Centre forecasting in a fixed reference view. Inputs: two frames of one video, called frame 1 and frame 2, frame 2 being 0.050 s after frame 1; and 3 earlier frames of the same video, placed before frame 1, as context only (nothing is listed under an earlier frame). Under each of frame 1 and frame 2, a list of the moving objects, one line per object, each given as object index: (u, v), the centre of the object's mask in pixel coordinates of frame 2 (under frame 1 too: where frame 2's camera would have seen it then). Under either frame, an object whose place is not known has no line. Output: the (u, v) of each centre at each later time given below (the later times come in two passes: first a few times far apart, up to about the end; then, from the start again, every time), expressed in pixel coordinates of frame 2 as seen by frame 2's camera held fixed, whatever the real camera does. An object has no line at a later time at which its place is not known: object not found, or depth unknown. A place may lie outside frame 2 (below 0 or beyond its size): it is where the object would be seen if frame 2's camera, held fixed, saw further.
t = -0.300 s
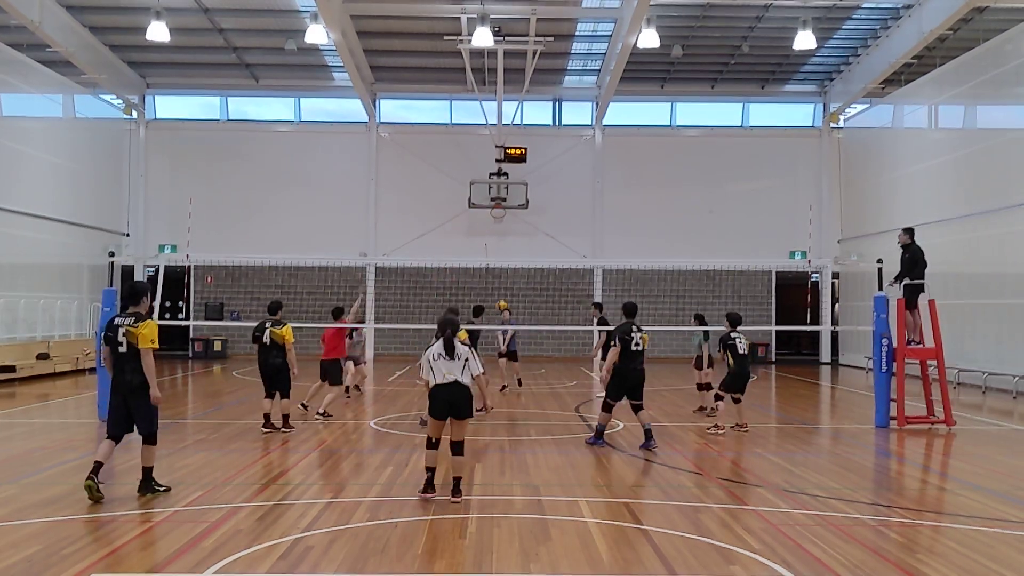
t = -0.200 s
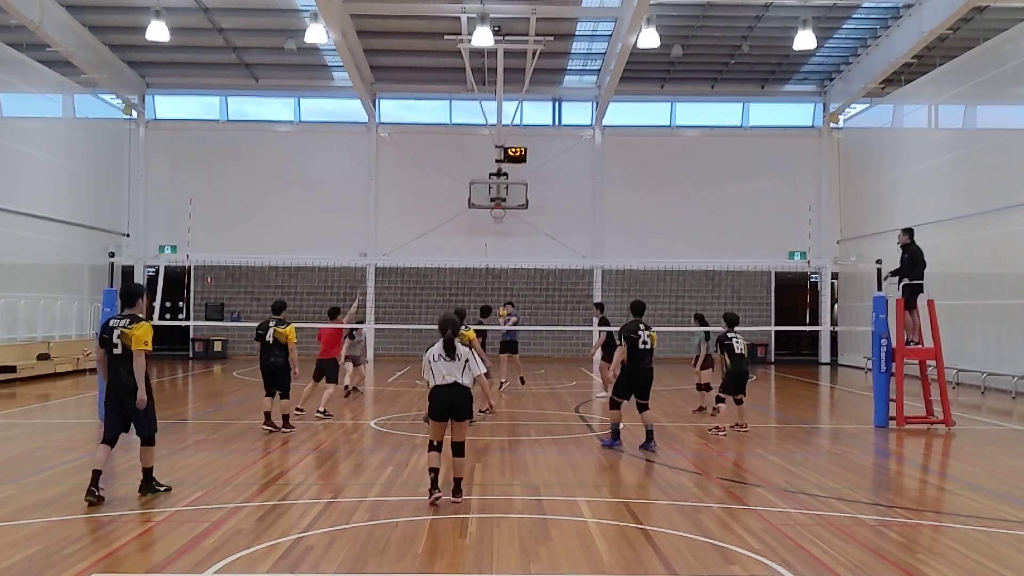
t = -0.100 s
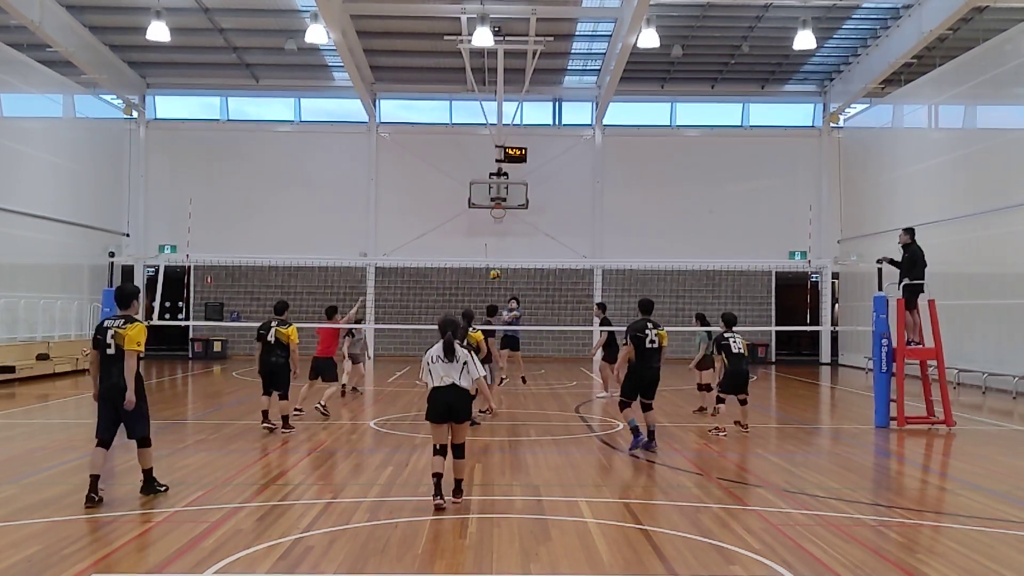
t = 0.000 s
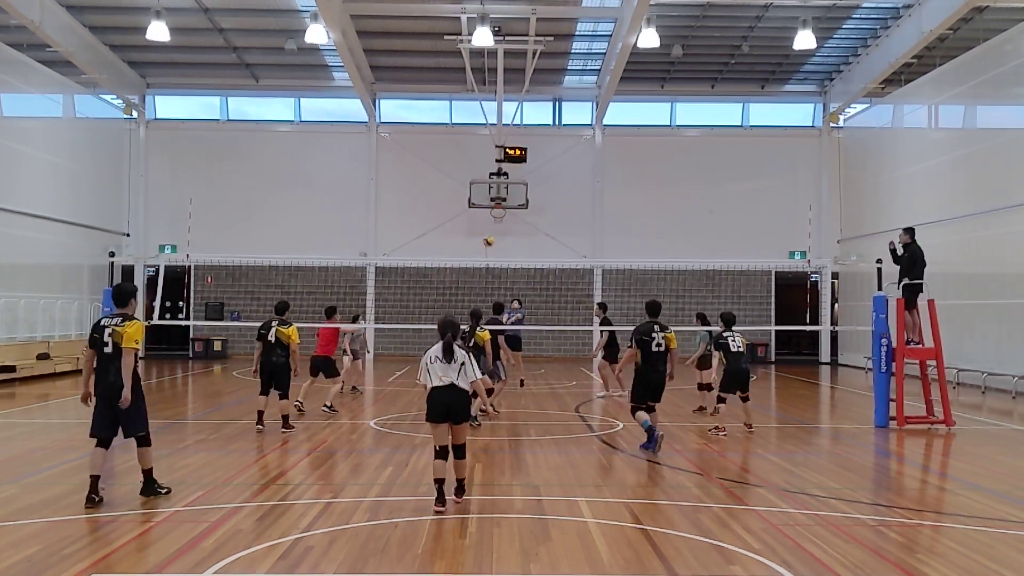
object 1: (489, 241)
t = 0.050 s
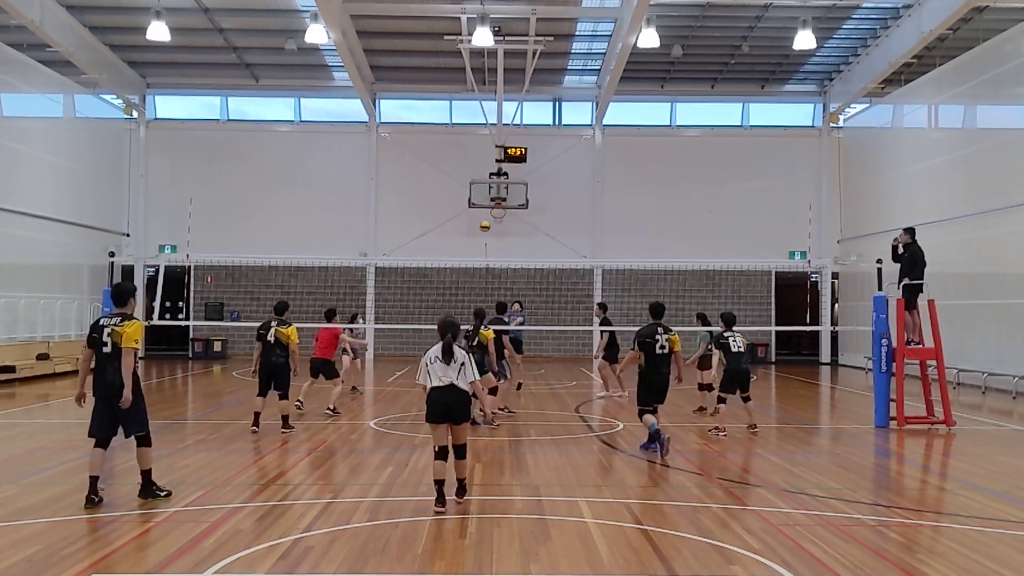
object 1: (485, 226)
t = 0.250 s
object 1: (469, 179)
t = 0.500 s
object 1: (451, 148)
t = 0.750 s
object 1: (430, 148)
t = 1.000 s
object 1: (409, 183)
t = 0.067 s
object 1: (484, 222)
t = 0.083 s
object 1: (482, 217)
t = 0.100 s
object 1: (481, 213)
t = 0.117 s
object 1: (480, 208)
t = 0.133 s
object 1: (478, 204)
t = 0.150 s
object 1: (477, 200)
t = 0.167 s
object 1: (476, 197)
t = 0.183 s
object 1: (475, 193)
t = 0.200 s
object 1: (473, 189)
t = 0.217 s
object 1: (472, 185)
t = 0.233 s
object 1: (471, 182)
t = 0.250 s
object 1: (469, 179)
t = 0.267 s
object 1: (468, 176)
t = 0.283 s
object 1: (467, 173)
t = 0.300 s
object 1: (466, 170)
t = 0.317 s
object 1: (465, 168)
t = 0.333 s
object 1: (464, 165)
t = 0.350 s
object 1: (462, 163)
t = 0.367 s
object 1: (461, 161)
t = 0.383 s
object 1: (460, 159)
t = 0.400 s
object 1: (458, 156)
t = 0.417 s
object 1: (457, 154)
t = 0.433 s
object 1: (456, 153)
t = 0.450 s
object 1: (454, 151)
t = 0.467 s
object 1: (453, 150)
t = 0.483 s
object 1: (452, 149)
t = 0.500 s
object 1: (451, 148)
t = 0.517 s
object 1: (449, 147)
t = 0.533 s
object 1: (448, 146)
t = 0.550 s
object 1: (447, 146)
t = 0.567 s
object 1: (445, 145)
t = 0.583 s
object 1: (444, 144)
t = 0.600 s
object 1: (443, 144)
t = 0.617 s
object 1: (441, 144)
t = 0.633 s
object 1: (440, 144)
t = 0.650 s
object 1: (439, 144)
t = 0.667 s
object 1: (437, 145)
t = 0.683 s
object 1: (436, 145)
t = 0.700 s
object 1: (434, 146)
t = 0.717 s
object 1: (433, 146)
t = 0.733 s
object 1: (432, 148)
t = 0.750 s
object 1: (430, 148)
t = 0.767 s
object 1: (429, 150)
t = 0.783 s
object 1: (428, 151)
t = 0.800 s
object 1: (426, 152)
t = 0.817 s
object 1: (425, 154)
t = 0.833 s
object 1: (423, 156)
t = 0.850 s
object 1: (422, 158)
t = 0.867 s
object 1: (421, 160)
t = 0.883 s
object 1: (419, 162)
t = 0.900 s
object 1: (418, 165)
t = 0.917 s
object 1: (417, 168)
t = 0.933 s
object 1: (415, 170)
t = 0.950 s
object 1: (413, 173)
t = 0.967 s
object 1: (412, 177)
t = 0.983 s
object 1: (410, 180)
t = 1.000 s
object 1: (409, 183)
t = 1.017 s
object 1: (408, 187)
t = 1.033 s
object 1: (407, 190)
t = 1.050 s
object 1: (406, 194)
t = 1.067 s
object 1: (404, 198)
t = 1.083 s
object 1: (402, 203)
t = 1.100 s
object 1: (401, 207)
